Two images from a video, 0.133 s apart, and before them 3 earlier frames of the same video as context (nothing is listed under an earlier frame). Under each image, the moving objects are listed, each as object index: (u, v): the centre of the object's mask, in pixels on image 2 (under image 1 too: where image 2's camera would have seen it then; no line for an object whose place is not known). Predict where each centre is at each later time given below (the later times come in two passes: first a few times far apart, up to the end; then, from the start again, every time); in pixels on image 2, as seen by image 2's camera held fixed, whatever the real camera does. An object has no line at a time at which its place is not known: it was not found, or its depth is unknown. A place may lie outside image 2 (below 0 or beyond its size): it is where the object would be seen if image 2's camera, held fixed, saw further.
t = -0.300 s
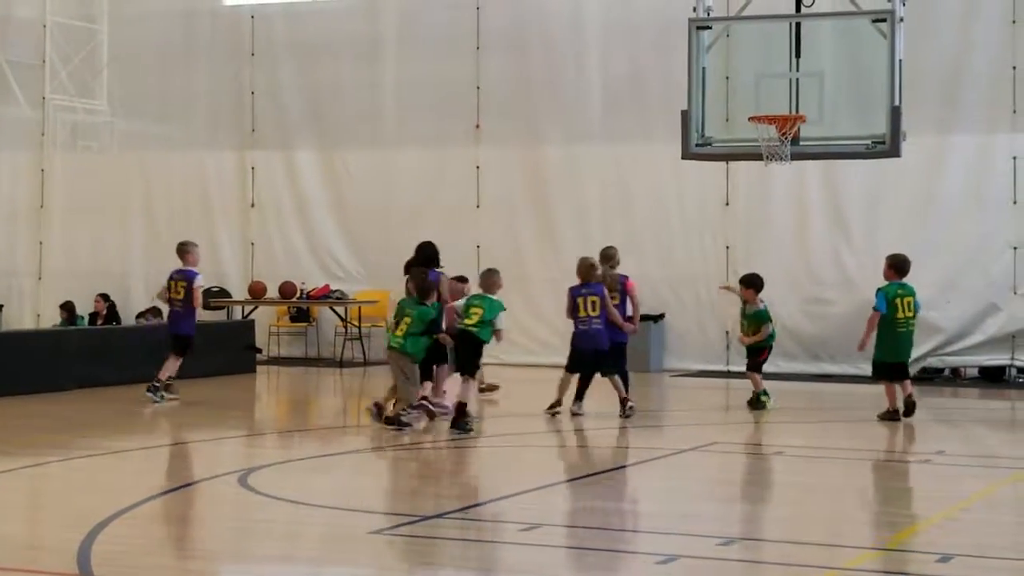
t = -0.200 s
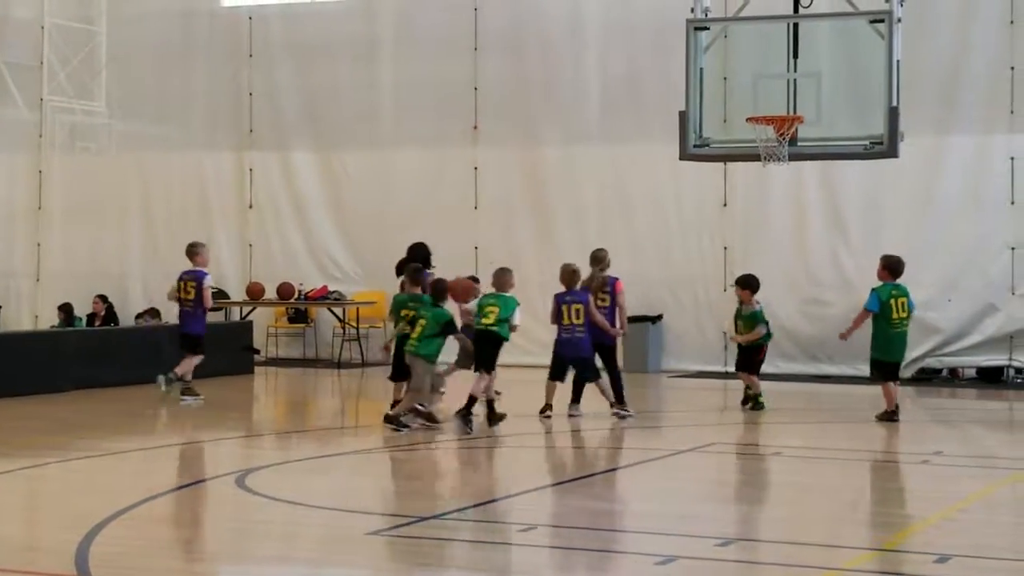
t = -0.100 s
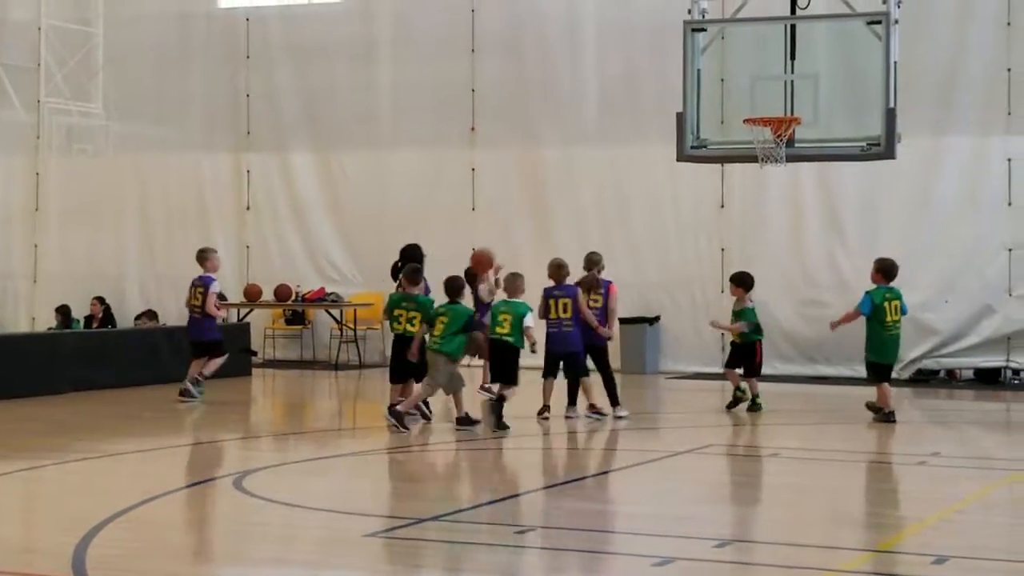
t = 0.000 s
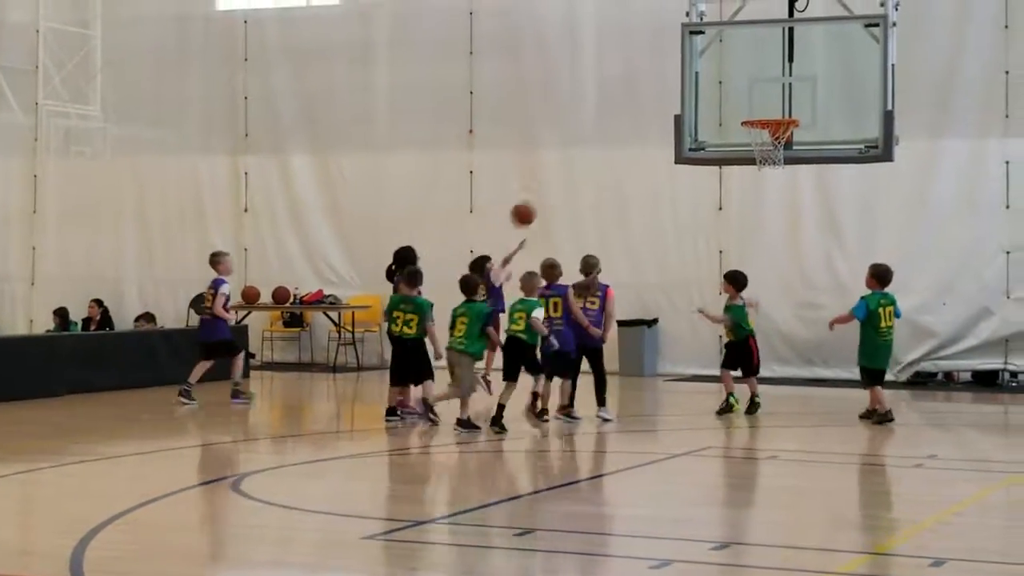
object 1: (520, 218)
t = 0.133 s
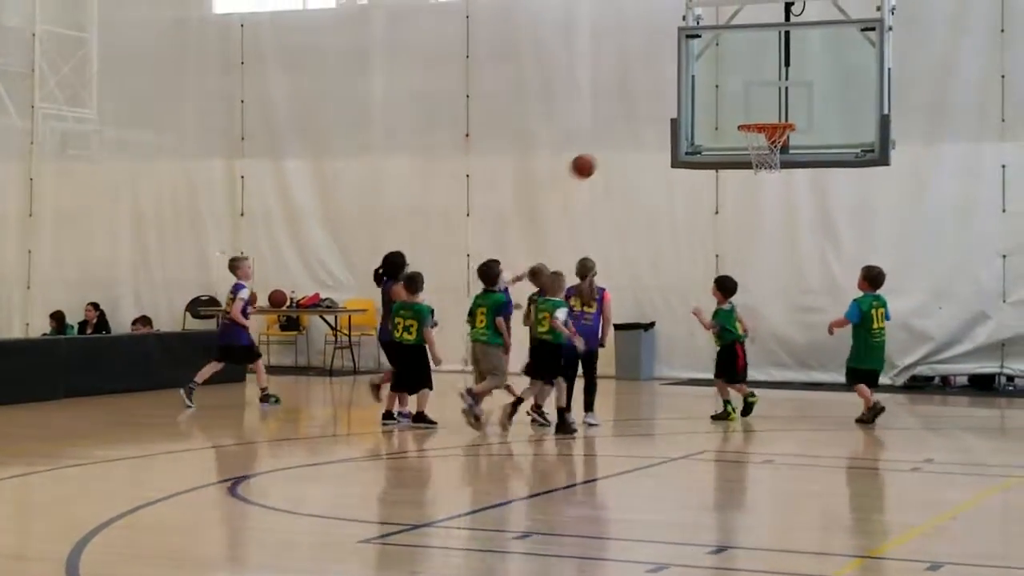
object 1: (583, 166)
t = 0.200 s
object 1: (614, 148)
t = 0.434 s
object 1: (722, 121)
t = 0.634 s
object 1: (720, 114)
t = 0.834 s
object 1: (686, 147)
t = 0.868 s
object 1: (678, 158)
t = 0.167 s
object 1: (598, 156)
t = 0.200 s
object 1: (614, 148)
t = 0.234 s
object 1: (629, 140)
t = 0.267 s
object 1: (645, 134)
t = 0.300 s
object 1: (660, 129)
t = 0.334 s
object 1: (676, 125)
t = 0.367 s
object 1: (692, 122)
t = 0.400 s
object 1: (707, 121)
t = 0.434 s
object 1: (722, 121)
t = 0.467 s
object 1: (736, 121)
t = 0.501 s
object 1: (737, 118)
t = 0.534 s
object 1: (735, 115)
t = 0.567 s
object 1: (731, 113)
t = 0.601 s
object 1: (726, 113)
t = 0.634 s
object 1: (720, 114)
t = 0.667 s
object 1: (714, 116)
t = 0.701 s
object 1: (708, 120)
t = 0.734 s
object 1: (703, 125)
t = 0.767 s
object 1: (697, 131)
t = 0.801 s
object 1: (690, 138)
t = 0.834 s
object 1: (686, 147)
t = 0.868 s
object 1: (678, 158)
